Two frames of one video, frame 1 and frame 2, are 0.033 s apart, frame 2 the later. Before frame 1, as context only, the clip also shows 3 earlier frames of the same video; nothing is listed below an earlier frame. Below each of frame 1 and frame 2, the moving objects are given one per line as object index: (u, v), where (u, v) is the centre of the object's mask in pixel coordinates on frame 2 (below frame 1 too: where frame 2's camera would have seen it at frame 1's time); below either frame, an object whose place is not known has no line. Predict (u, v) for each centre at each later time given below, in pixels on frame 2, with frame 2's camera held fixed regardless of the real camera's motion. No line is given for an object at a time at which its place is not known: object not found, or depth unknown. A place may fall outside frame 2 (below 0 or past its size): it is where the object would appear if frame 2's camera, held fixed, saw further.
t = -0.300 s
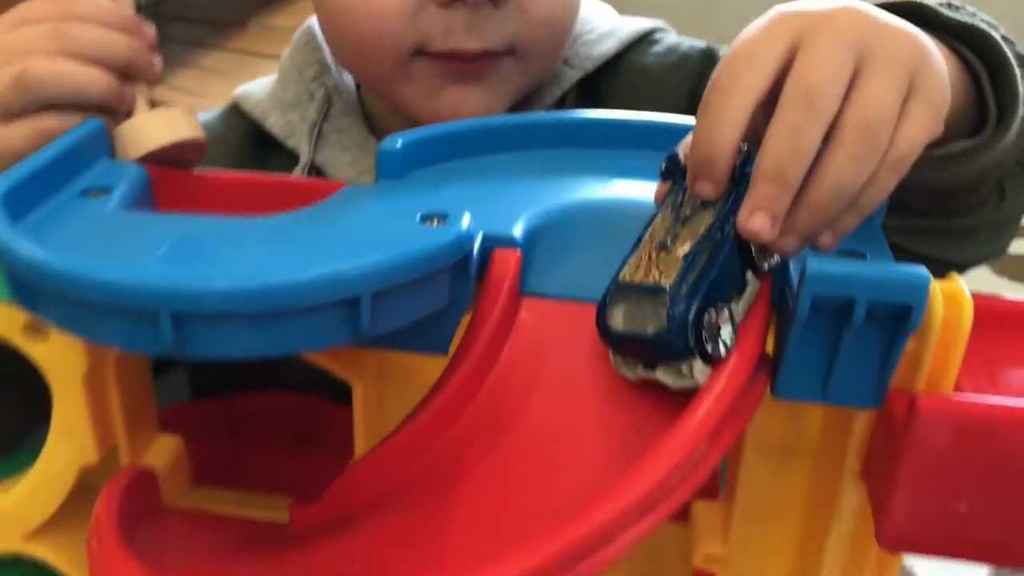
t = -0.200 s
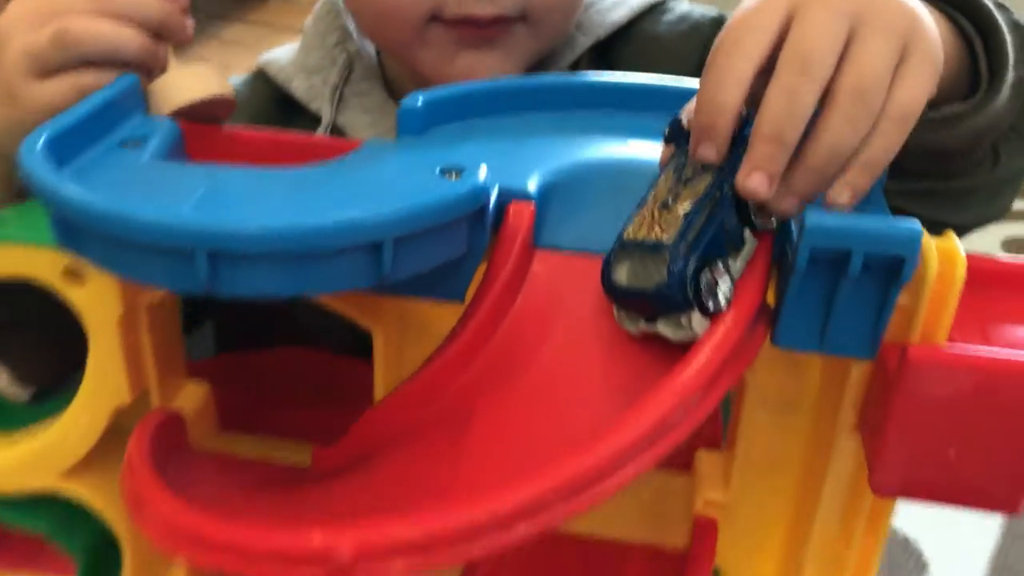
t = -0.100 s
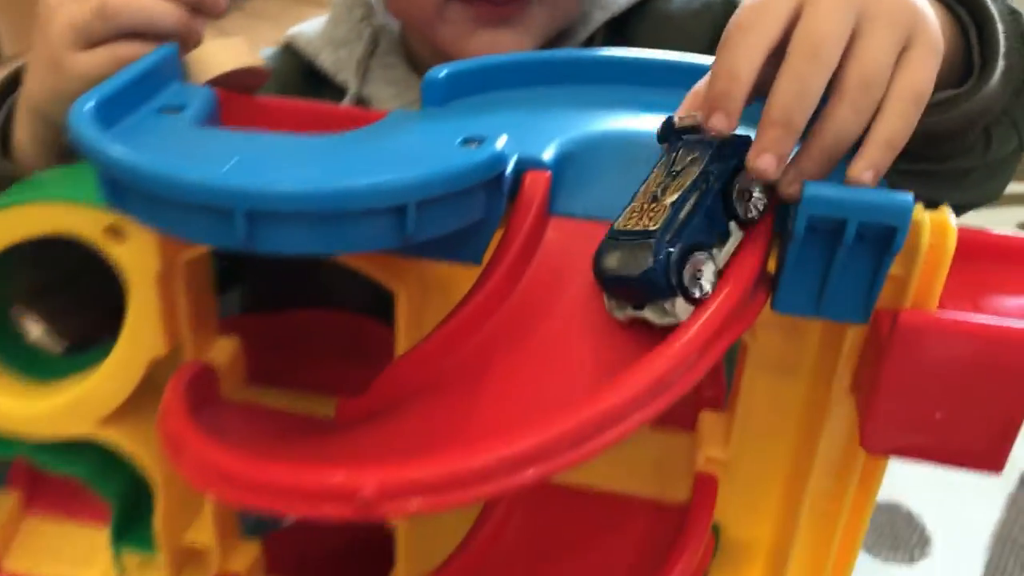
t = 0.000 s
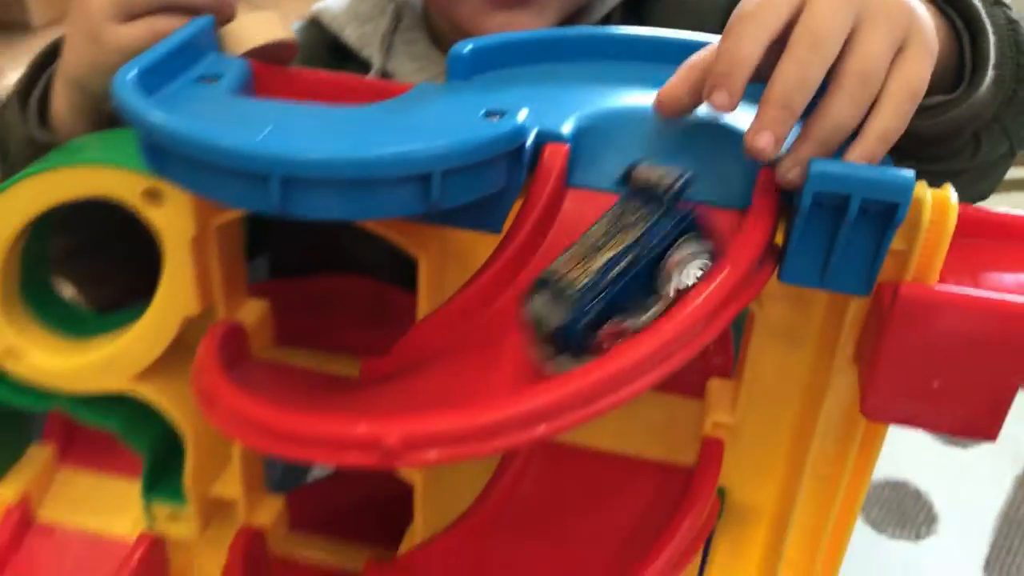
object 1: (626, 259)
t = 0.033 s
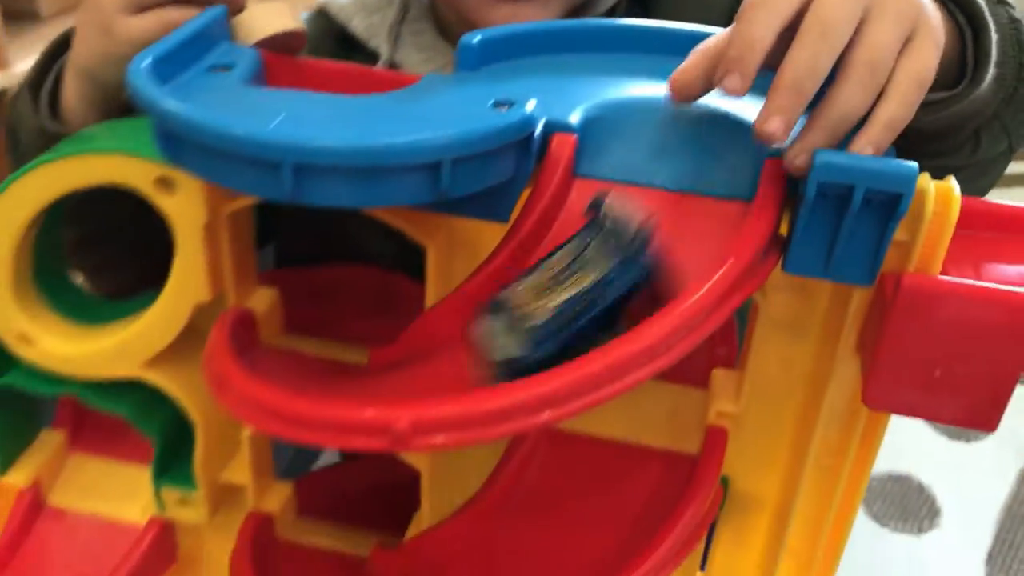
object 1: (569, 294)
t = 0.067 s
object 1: (513, 324)
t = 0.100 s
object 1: (454, 346)
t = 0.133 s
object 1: (400, 357)
